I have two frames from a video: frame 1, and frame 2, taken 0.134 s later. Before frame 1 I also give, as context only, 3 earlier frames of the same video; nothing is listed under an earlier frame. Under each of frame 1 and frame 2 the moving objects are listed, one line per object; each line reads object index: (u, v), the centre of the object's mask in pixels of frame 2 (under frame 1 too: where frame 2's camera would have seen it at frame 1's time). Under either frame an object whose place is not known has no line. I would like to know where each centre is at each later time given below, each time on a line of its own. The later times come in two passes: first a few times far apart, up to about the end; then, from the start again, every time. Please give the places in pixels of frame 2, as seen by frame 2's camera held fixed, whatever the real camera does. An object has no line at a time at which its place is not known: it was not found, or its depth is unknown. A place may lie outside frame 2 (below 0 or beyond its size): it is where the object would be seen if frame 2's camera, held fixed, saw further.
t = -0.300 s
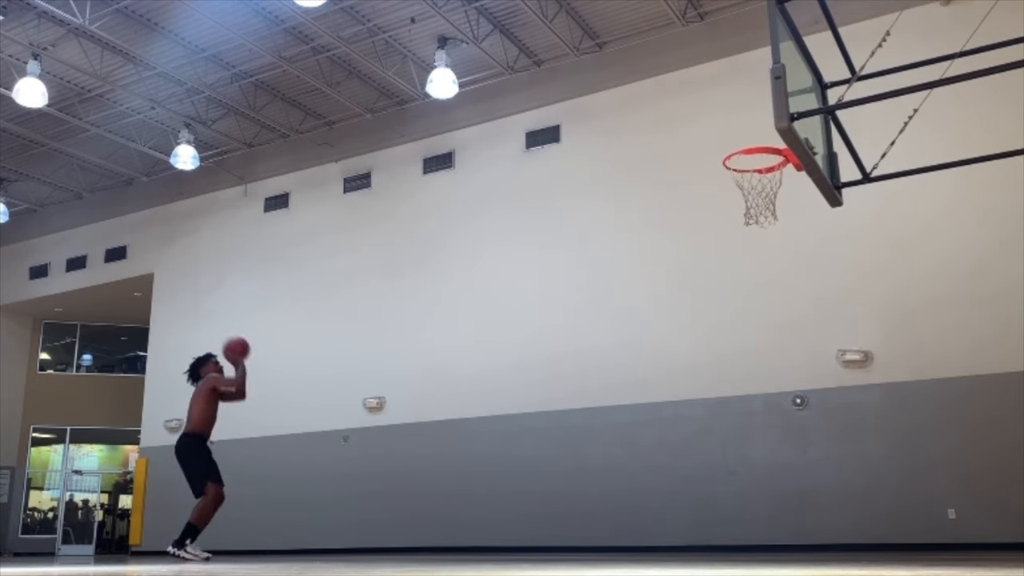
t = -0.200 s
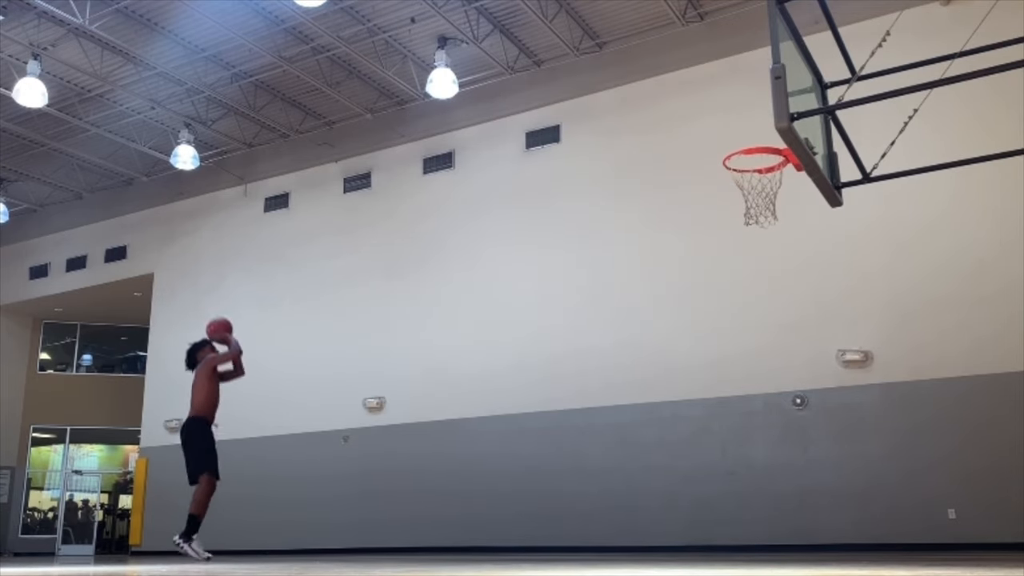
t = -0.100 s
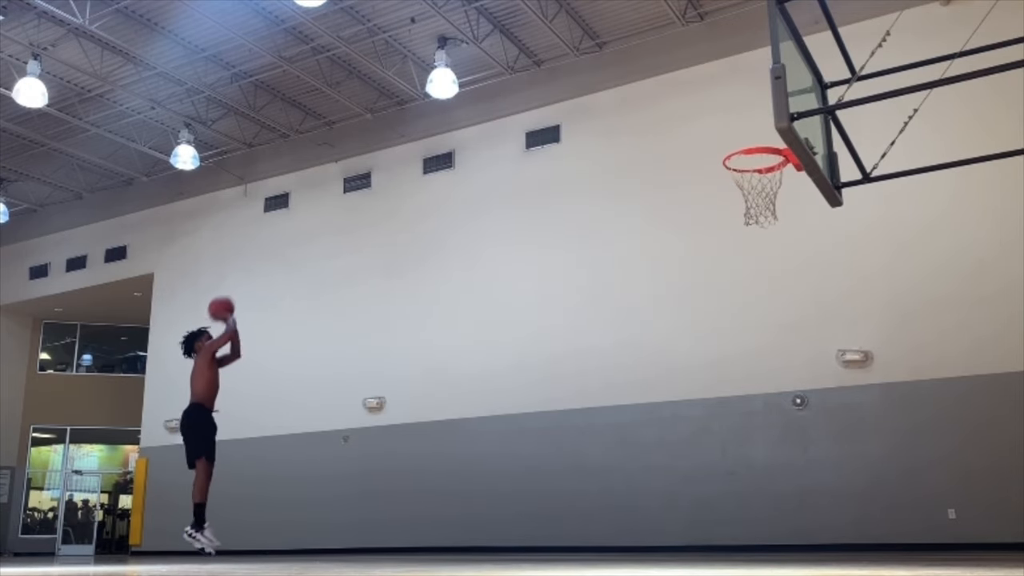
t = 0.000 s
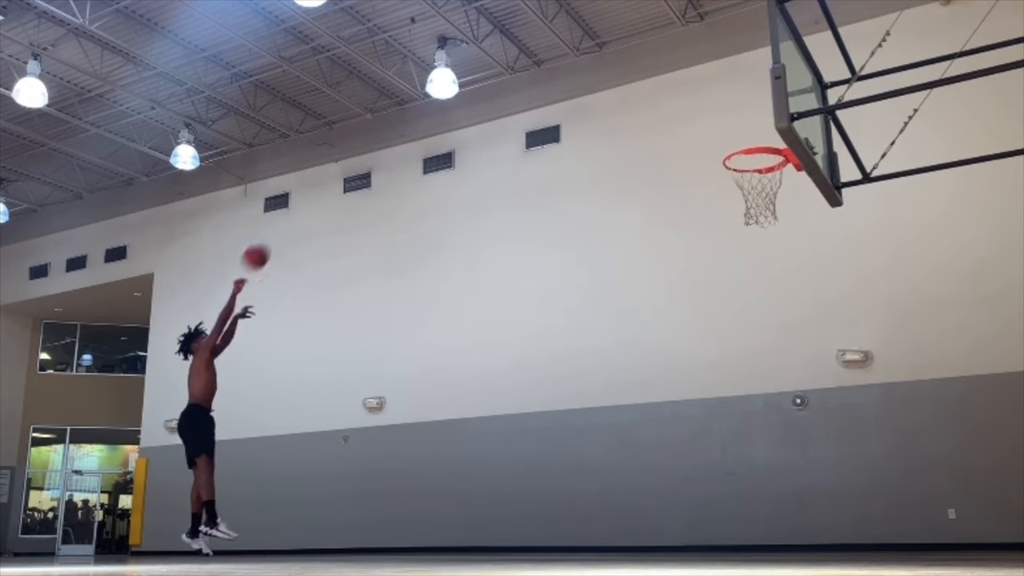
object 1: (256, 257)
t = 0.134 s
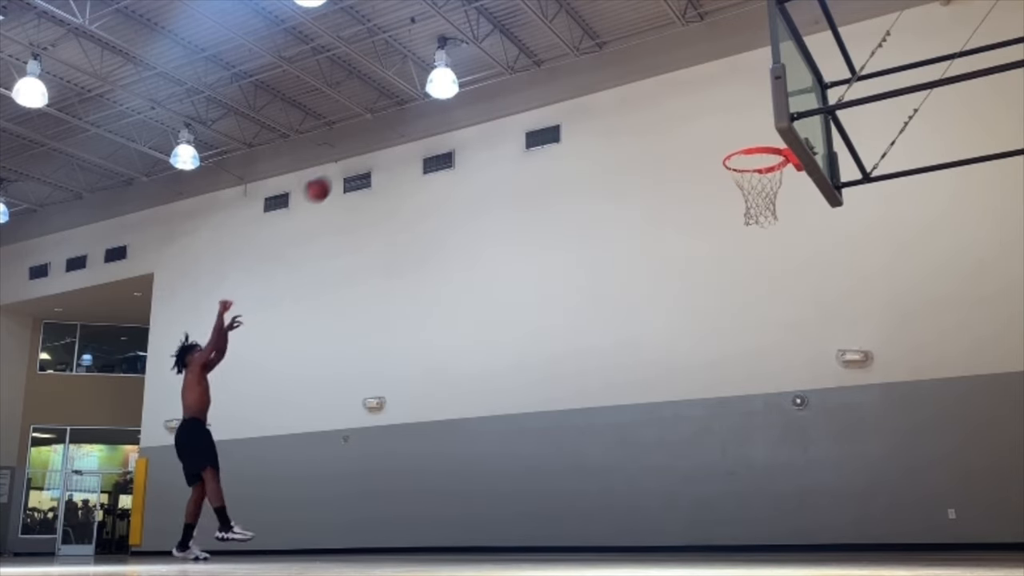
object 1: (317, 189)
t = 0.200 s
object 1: (348, 161)
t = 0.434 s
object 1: (453, 98)
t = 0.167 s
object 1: (332, 175)
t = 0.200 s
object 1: (348, 161)
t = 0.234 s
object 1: (363, 148)
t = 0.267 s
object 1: (377, 137)
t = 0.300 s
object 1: (393, 127)
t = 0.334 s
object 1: (408, 118)
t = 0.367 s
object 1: (423, 110)
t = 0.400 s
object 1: (438, 104)
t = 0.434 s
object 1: (453, 98)
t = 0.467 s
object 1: (469, 93)
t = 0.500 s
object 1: (484, 89)
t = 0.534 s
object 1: (499, 85)
